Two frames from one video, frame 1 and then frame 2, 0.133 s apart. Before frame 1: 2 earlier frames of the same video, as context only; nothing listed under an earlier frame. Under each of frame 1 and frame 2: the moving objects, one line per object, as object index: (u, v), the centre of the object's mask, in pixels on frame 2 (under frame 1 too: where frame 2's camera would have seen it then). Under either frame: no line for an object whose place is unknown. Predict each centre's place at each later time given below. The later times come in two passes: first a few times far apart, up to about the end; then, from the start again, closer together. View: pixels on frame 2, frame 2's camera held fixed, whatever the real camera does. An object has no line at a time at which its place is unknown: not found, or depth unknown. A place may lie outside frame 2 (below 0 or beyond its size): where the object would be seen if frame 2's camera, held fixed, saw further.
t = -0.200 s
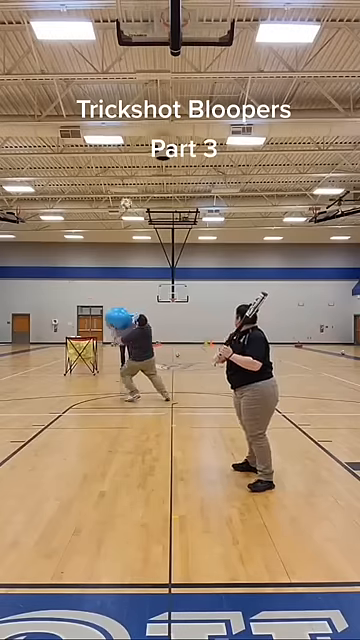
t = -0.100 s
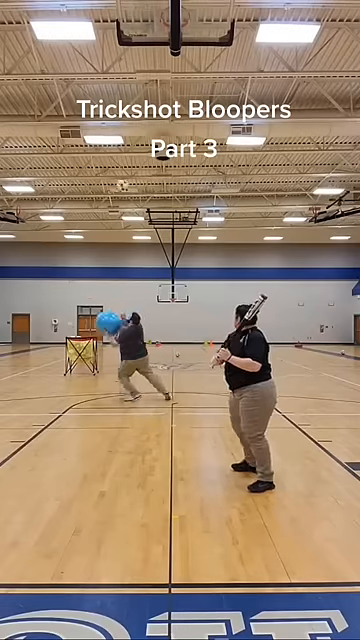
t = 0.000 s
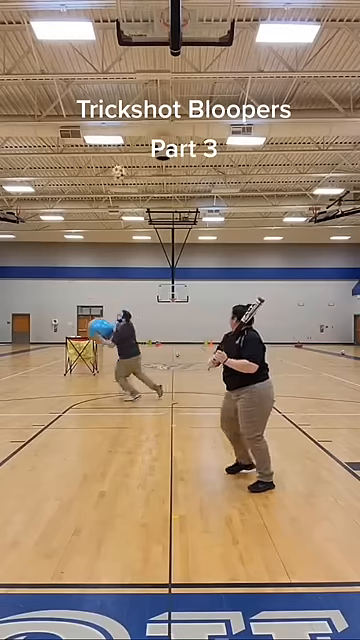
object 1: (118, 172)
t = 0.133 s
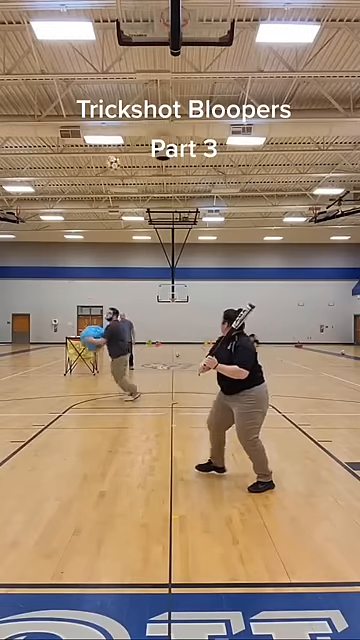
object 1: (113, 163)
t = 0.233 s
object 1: (108, 162)
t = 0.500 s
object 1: (94, 196)
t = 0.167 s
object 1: (111, 161)
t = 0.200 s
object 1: (110, 161)
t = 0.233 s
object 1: (108, 162)
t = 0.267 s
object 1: (106, 163)
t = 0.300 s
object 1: (104, 165)
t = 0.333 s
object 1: (103, 167)
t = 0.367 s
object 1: (101, 171)
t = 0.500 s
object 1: (94, 196)
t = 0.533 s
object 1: (92, 205)
